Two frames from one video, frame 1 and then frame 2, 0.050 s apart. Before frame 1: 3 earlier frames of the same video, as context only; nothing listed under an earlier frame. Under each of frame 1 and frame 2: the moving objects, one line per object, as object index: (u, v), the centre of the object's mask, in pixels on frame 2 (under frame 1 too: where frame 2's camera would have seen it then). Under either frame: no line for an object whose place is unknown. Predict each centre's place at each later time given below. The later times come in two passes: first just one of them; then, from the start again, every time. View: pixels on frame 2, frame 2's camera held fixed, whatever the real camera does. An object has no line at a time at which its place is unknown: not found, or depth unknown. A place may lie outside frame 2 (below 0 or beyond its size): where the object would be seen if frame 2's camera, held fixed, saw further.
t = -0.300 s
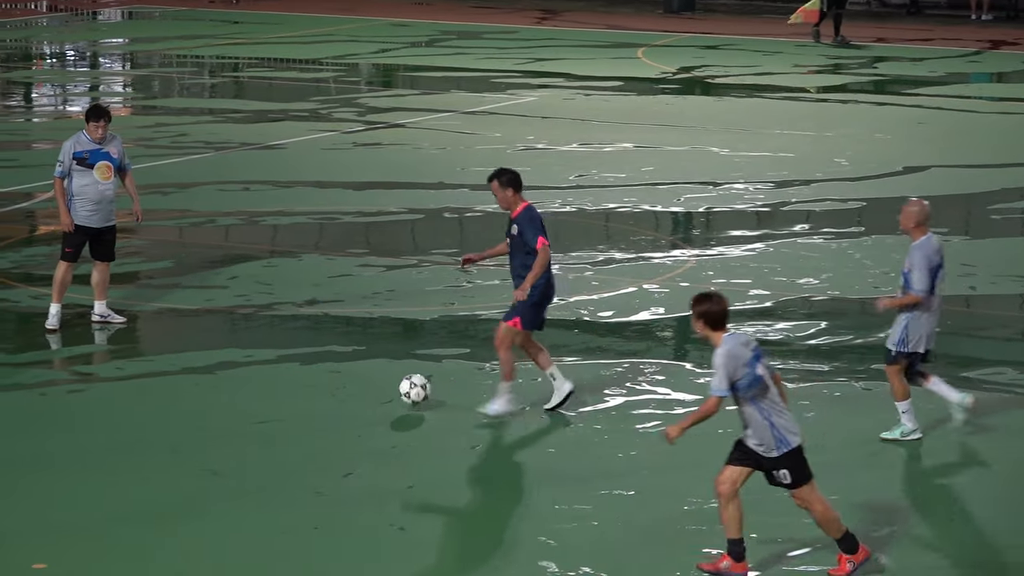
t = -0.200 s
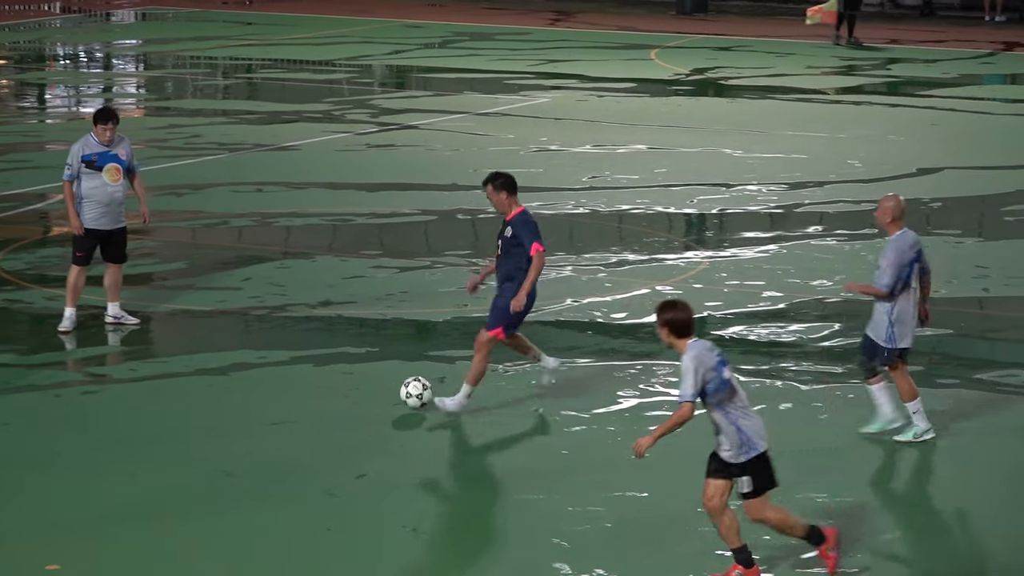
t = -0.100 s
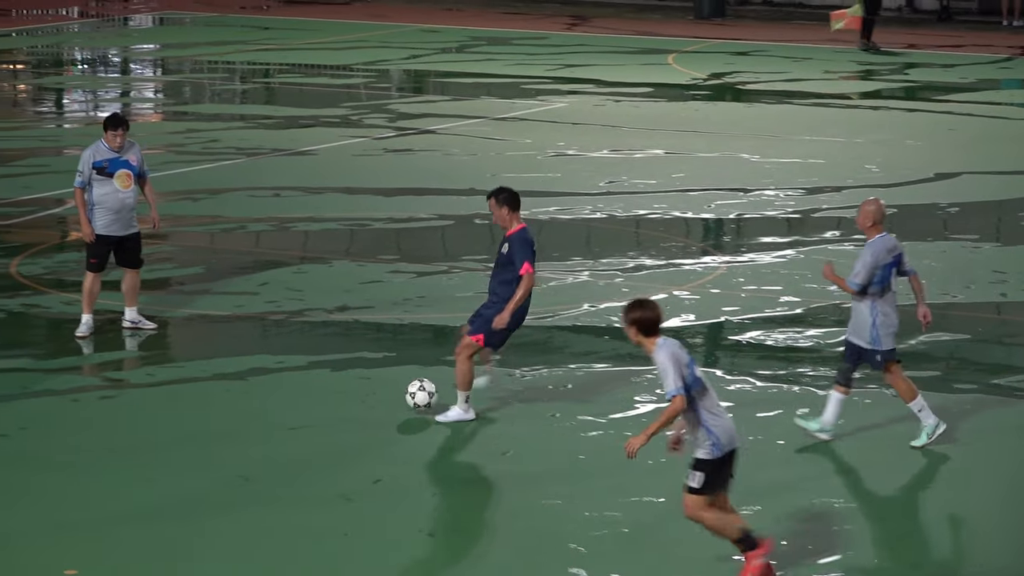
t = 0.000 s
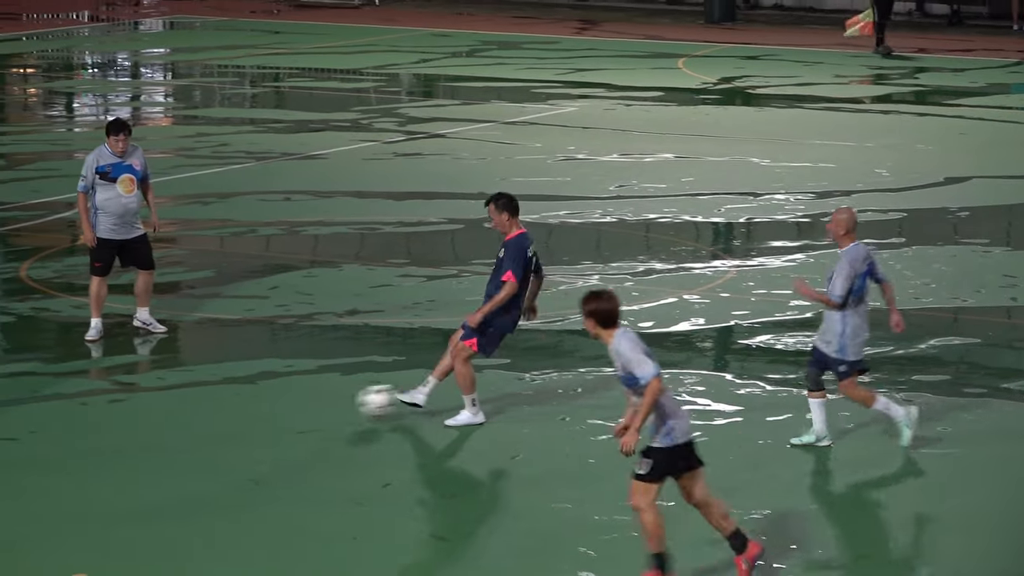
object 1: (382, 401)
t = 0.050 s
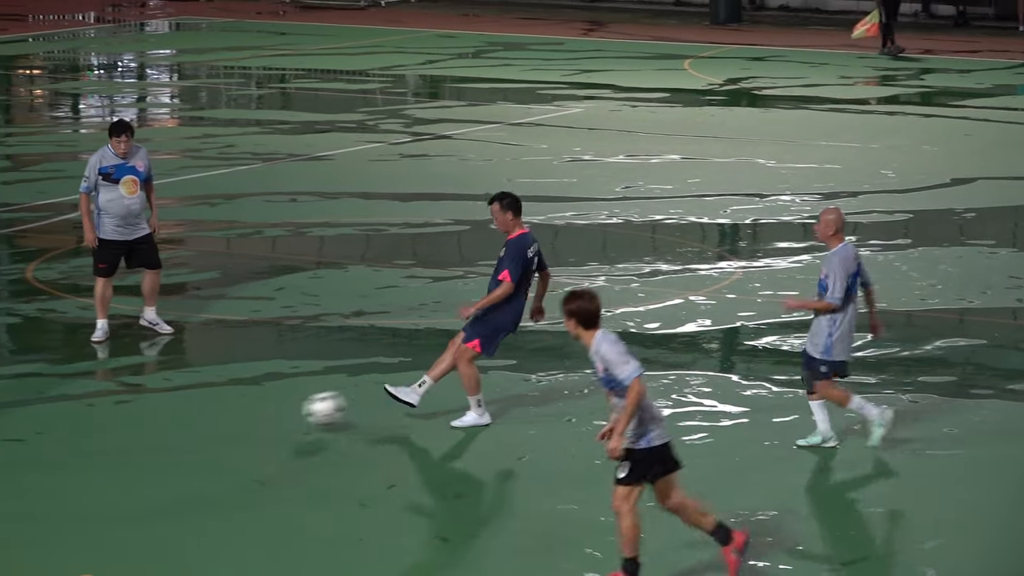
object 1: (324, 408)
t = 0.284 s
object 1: (53, 449)
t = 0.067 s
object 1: (303, 411)
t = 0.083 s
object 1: (282, 414)
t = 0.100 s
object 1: (263, 418)
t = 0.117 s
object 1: (242, 422)
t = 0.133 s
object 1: (221, 427)
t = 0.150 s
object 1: (201, 433)
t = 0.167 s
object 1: (180, 438)
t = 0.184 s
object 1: (162, 441)
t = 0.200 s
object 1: (144, 441)
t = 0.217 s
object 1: (125, 441)
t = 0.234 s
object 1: (107, 442)
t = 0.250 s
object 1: (89, 444)
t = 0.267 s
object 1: (71, 446)
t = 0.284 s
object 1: (53, 449)
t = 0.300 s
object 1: (34, 452)
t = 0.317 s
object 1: (15, 455)
